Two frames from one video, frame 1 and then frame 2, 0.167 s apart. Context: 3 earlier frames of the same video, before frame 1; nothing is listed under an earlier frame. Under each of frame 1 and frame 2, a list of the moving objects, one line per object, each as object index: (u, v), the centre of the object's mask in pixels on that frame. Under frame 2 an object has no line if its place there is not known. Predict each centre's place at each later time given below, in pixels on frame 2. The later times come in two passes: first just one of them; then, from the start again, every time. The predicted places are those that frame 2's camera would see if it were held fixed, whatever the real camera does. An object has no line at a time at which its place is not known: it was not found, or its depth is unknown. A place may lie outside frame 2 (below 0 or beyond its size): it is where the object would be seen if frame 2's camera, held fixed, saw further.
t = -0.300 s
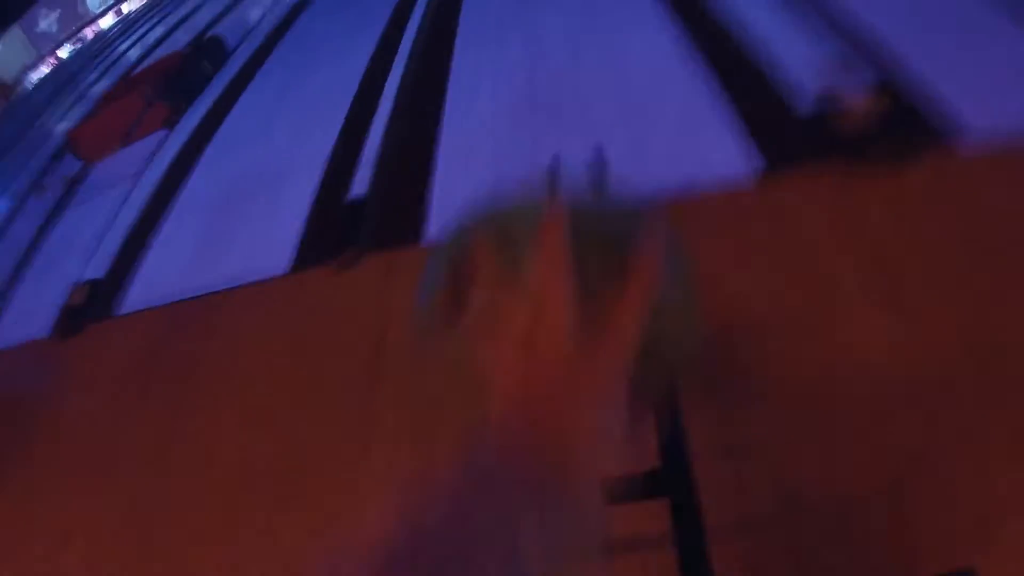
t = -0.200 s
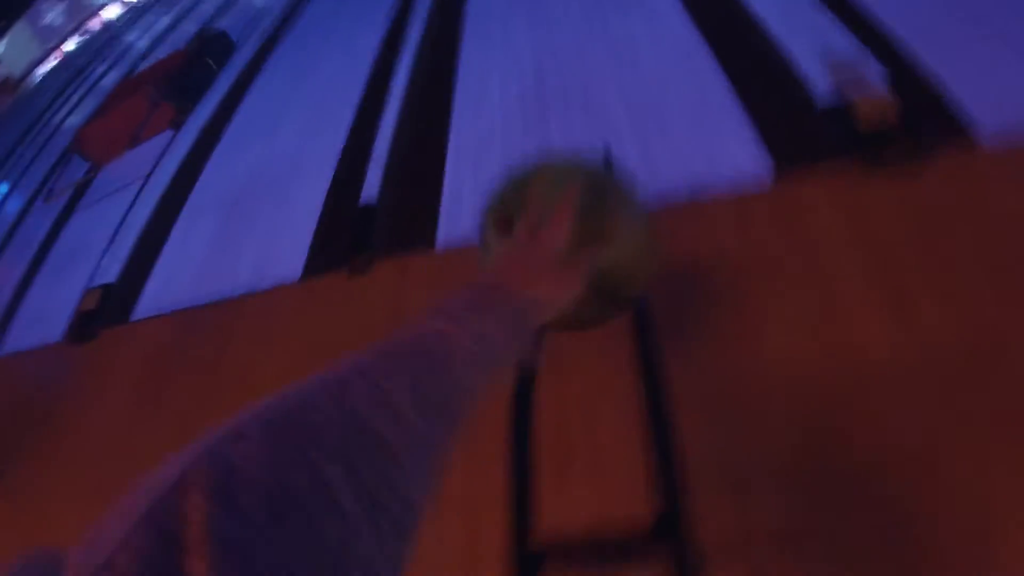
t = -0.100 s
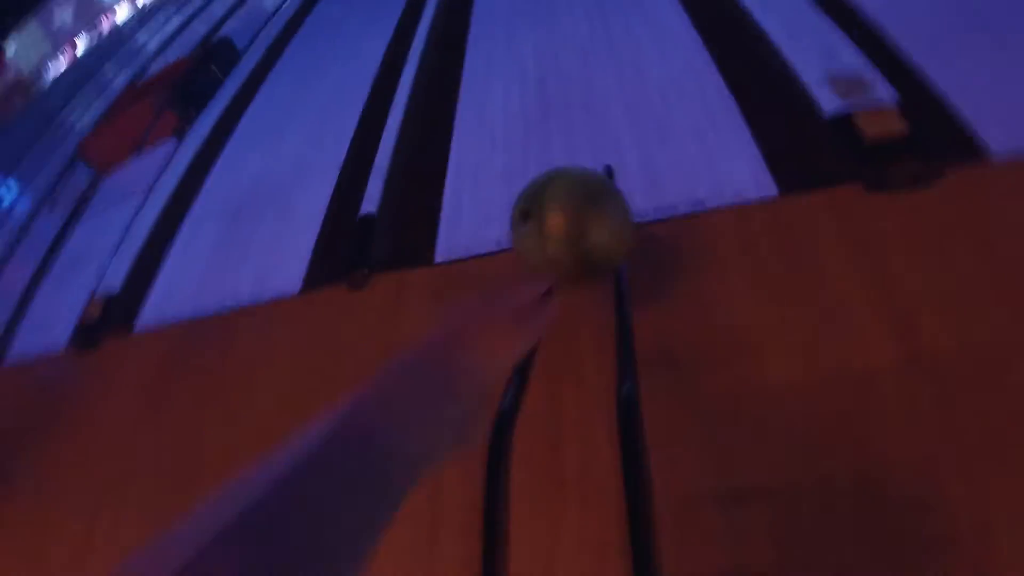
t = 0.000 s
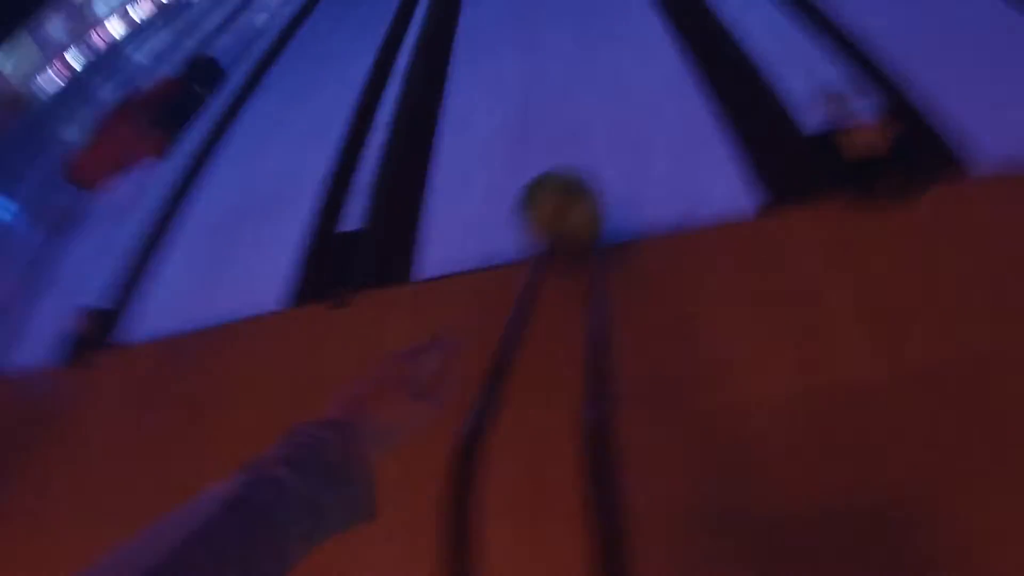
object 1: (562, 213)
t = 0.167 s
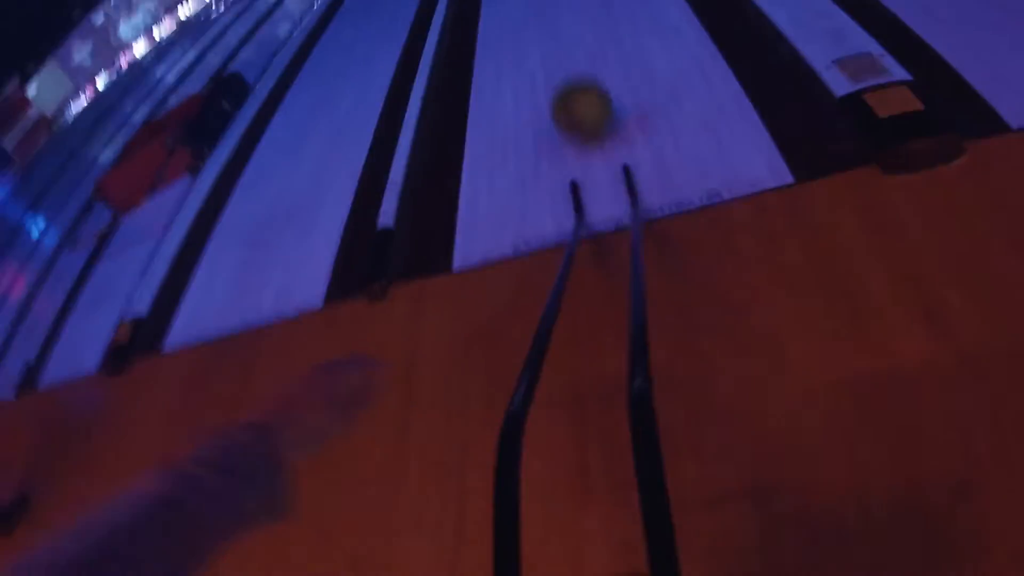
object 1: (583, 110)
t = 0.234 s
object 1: (577, 81)
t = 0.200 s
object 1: (580, 96)
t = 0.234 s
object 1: (577, 81)
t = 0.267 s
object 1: (575, 66)
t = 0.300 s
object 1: (572, 54)
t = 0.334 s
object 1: (569, 41)
